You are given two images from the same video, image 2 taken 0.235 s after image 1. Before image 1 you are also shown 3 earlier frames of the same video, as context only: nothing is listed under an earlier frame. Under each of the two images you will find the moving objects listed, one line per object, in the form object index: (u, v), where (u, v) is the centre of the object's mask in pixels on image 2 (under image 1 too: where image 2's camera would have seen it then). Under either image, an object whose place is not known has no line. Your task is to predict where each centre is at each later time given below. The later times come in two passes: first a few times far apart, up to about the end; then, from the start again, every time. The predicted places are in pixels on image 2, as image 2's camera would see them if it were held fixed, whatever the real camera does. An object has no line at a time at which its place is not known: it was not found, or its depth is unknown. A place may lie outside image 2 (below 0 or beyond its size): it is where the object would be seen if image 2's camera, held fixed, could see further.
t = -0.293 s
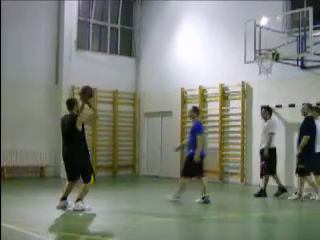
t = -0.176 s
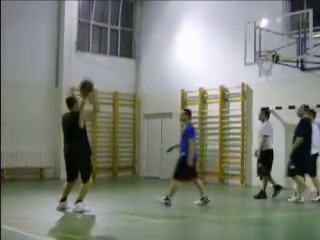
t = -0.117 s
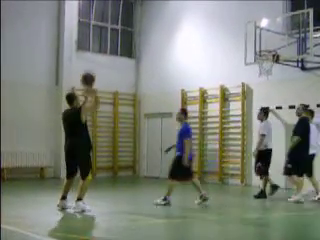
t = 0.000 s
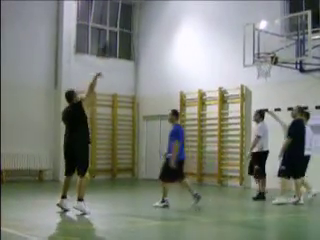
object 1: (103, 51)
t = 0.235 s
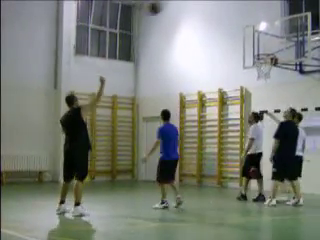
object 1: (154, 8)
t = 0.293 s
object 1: (165, 3)
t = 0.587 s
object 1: (213, 5)
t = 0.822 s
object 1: (245, 33)
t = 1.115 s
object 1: (242, 38)
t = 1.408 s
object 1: (220, 56)
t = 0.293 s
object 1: (165, 3)
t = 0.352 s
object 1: (176, 1)
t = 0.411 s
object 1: (185, 0)
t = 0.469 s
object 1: (195, 1)
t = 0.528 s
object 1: (204, 2)
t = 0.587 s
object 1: (213, 5)
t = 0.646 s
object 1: (221, 10)
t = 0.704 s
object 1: (229, 16)
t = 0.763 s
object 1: (237, 24)
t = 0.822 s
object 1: (245, 33)
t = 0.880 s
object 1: (253, 44)
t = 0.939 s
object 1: (254, 47)
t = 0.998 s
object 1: (250, 43)
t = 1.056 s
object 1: (246, 40)
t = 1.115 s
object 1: (242, 38)
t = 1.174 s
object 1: (238, 38)
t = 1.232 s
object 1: (233, 40)
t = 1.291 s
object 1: (229, 44)
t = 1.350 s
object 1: (224, 49)
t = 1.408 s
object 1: (220, 56)
